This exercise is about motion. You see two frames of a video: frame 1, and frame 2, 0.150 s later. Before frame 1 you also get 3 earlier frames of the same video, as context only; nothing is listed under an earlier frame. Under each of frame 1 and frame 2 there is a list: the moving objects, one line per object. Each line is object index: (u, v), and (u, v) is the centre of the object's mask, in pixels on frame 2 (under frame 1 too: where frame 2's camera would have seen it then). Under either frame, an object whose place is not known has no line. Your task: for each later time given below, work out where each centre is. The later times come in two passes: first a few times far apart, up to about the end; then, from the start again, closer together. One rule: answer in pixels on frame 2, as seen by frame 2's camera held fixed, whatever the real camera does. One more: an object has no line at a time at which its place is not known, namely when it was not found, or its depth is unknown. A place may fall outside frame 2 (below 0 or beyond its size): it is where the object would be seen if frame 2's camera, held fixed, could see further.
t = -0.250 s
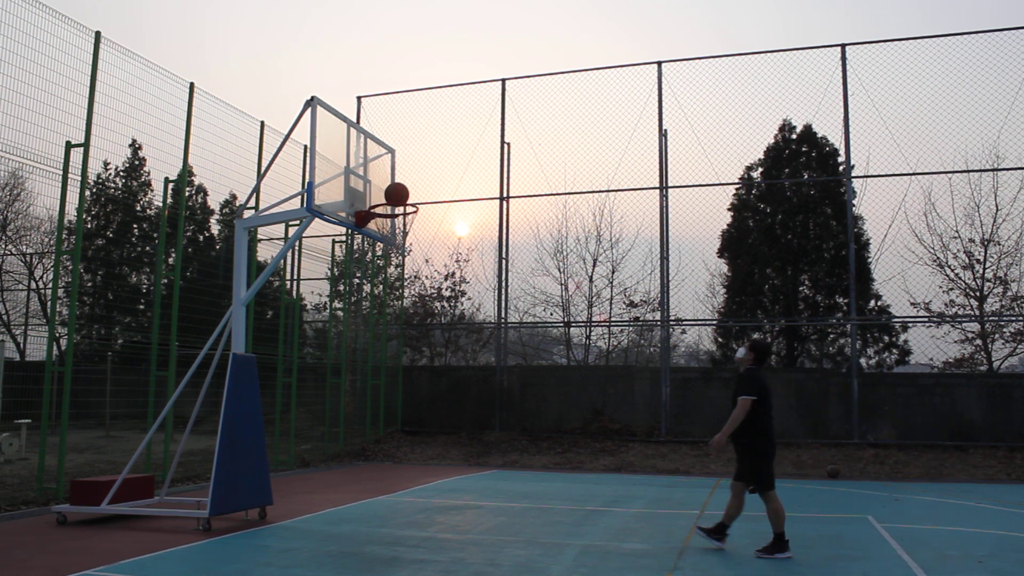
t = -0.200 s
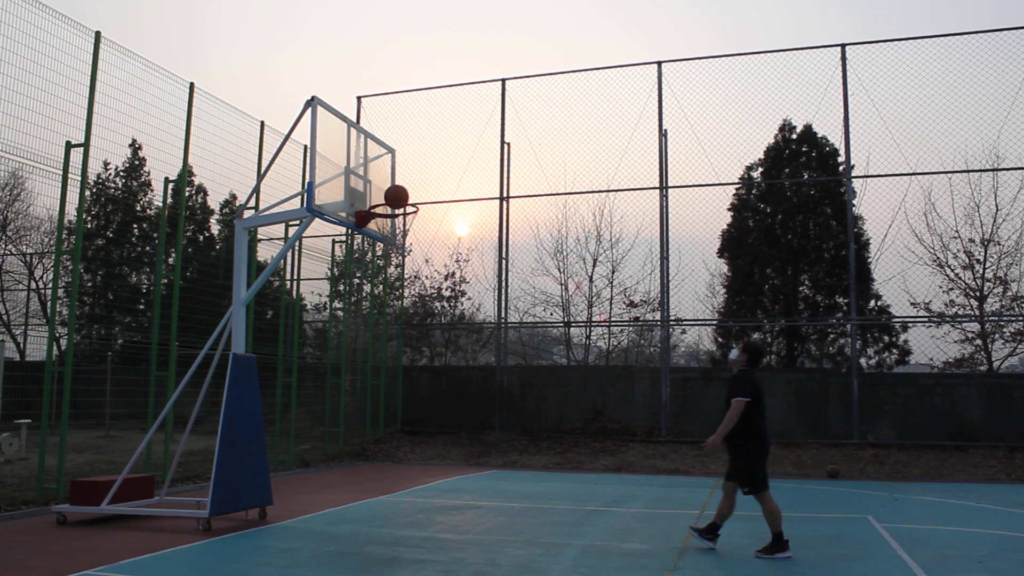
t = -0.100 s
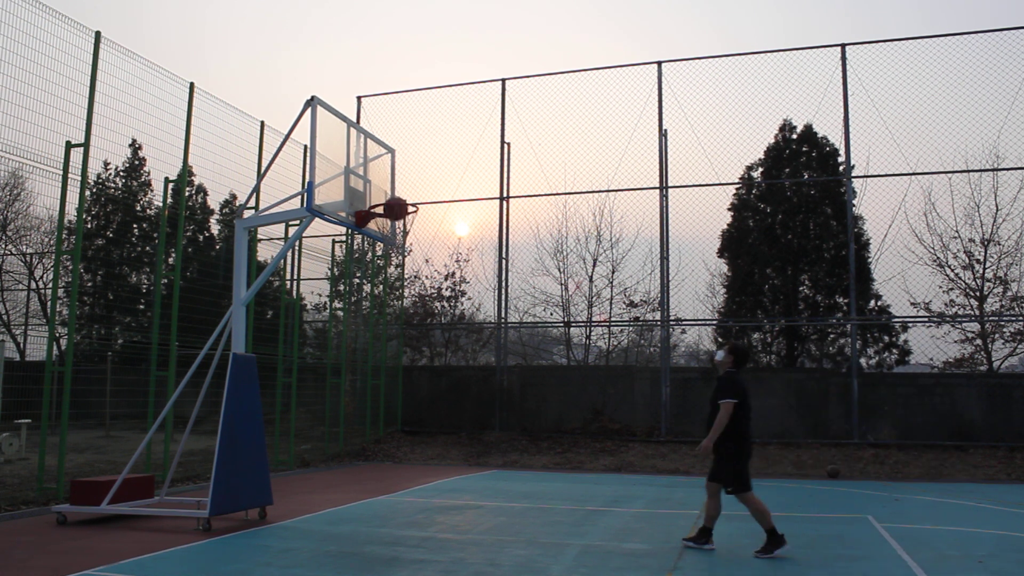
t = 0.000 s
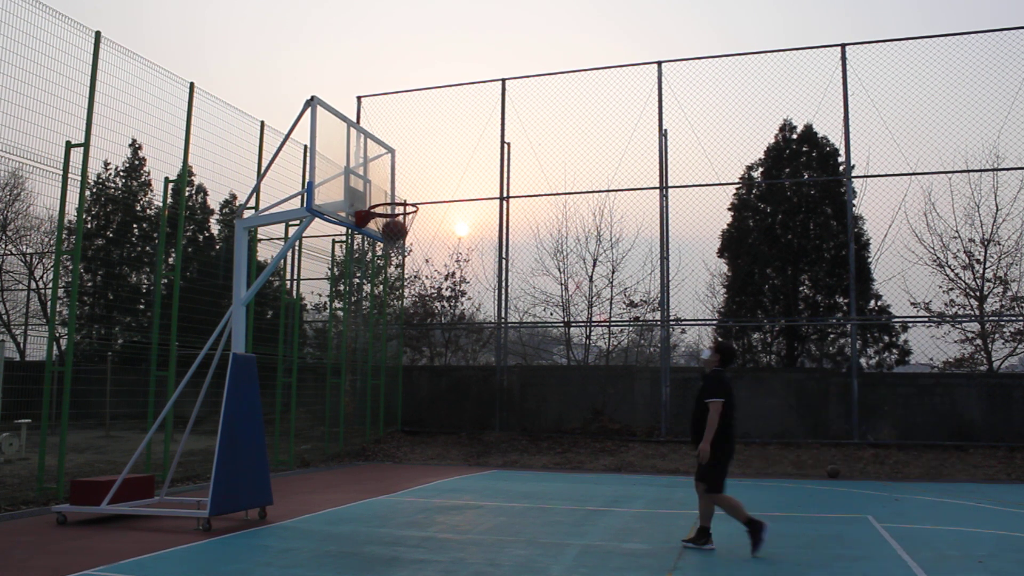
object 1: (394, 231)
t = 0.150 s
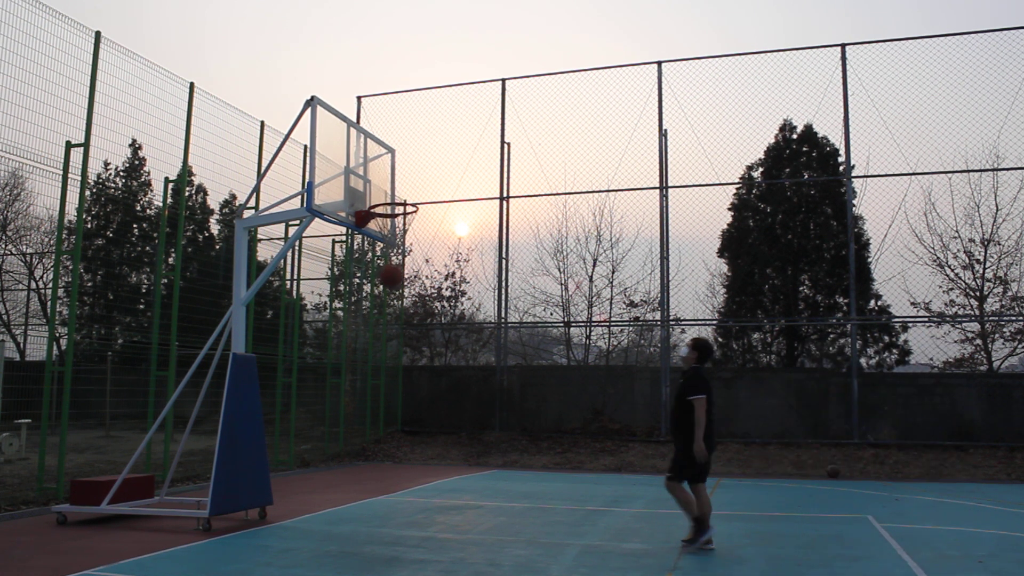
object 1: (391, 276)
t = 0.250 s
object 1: (390, 317)
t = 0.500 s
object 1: (383, 469)
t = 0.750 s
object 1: (385, 418)
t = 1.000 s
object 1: (388, 339)
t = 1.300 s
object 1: (388, 323)
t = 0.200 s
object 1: (390, 295)
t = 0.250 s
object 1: (390, 317)
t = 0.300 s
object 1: (389, 342)
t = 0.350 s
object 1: (387, 369)
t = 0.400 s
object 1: (386, 400)
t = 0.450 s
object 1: (385, 434)
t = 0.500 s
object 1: (383, 469)
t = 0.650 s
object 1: (383, 468)
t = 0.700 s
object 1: (386, 442)
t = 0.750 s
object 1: (385, 418)
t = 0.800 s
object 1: (386, 397)
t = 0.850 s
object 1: (387, 378)
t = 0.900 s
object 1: (387, 363)
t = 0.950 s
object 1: (387, 349)
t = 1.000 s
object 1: (388, 339)
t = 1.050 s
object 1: (388, 330)
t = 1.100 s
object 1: (387, 324)
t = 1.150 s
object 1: (388, 320)
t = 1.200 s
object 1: (388, 319)
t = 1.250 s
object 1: (388, 319)
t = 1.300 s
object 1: (388, 323)
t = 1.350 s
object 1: (388, 328)
